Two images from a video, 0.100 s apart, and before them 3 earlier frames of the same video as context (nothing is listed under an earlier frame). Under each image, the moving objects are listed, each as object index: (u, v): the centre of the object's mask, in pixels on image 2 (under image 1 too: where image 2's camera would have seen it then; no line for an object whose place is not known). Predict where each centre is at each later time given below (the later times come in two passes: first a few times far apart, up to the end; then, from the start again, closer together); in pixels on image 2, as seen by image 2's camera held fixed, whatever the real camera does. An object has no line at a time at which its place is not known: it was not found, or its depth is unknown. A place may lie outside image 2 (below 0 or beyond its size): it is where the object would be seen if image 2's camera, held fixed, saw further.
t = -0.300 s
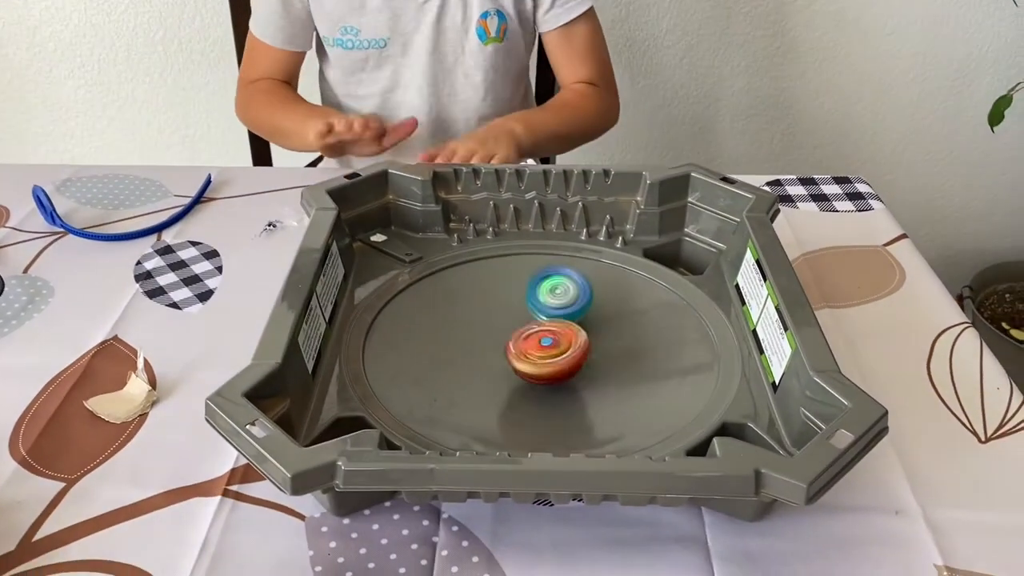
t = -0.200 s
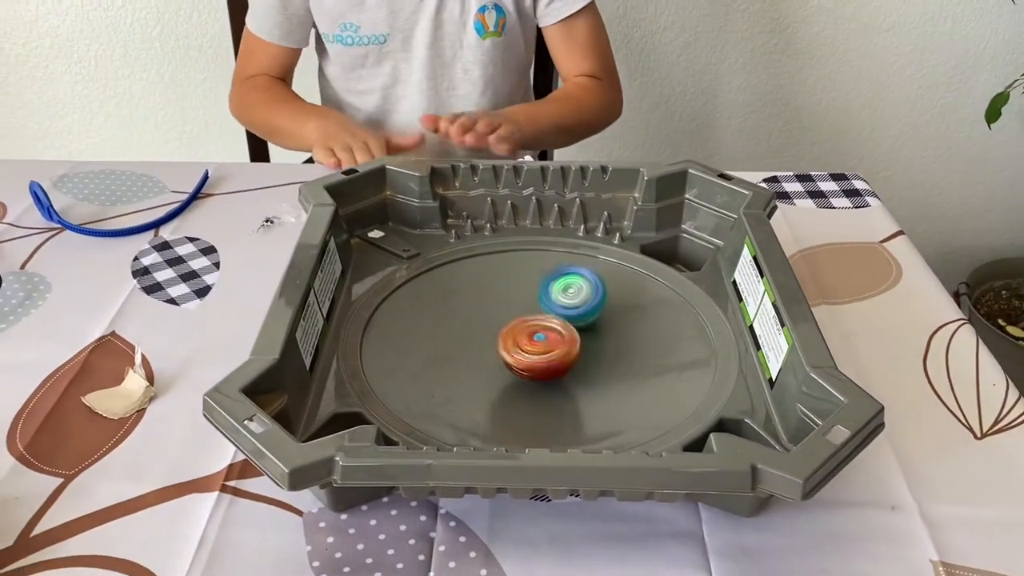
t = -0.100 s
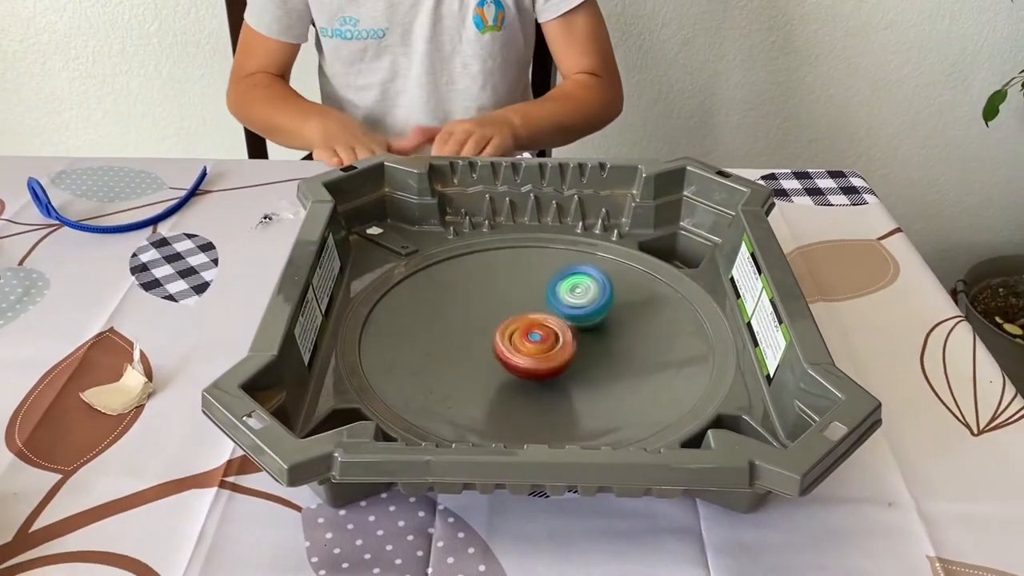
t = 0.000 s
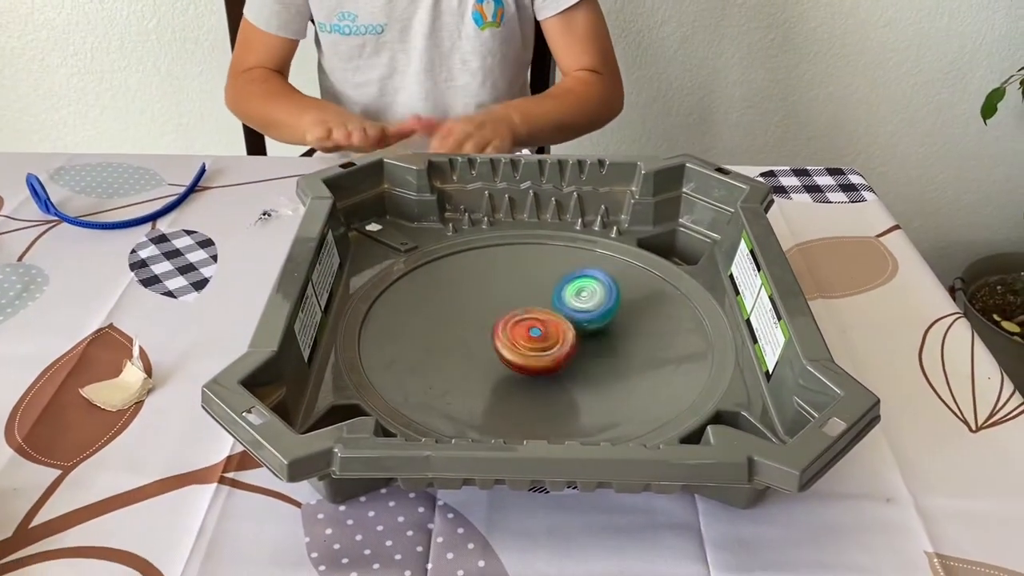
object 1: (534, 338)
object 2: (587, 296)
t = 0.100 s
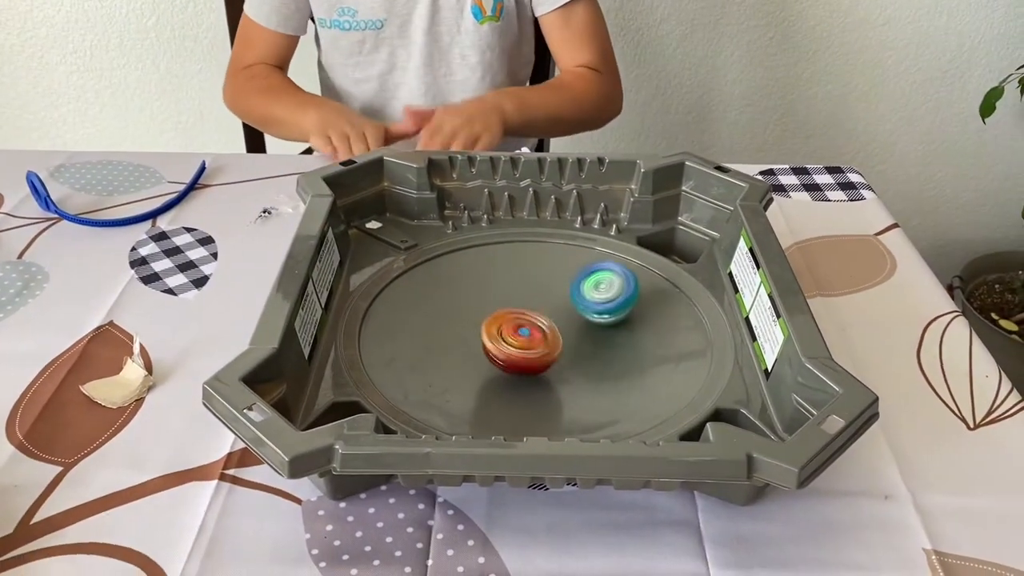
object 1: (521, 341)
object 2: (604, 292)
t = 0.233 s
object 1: (516, 336)
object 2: (603, 301)
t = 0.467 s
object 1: (494, 324)
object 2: (616, 321)
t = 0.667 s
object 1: (498, 321)
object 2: (596, 338)
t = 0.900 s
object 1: (493, 312)
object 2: (589, 360)
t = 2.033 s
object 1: (578, 325)
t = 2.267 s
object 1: (572, 320)
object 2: (474, 316)
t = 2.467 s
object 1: (582, 319)
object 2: (469, 309)
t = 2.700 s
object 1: (577, 330)
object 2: (494, 311)
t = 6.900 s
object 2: (565, 301)
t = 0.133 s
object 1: (519, 341)
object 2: (605, 293)
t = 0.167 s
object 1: (517, 340)
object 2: (606, 295)
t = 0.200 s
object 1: (516, 338)
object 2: (605, 298)
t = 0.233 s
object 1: (516, 336)
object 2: (603, 301)
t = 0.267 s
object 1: (518, 334)
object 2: (601, 305)
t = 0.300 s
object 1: (518, 331)
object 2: (598, 310)
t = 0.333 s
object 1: (517, 328)
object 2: (594, 315)
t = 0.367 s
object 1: (512, 328)
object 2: (600, 317)
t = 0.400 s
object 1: (505, 326)
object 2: (609, 318)
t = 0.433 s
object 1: (499, 324)
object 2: (614, 320)
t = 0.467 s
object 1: (494, 324)
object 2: (616, 321)
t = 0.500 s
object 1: (493, 323)
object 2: (616, 323)
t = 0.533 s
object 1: (492, 321)
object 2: (614, 326)
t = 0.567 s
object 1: (491, 322)
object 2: (611, 329)
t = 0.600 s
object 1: (493, 322)
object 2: (607, 332)
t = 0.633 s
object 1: (496, 321)
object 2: (602, 335)
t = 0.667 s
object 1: (498, 321)
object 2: (596, 338)
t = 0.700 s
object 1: (501, 322)
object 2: (589, 340)
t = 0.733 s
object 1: (507, 322)
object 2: (582, 343)
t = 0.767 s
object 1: (506, 320)
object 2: (583, 346)
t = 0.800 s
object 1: (499, 318)
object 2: (590, 351)
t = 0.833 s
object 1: (496, 314)
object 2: (592, 355)
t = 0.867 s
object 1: (494, 312)
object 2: (591, 358)
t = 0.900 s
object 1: (493, 312)
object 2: (589, 360)
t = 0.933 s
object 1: (495, 310)
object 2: (584, 361)
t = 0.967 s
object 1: (499, 310)
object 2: (580, 362)
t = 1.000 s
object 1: (502, 311)
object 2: (574, 362)
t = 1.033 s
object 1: (507, 310)
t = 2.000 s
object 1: (572, 326)
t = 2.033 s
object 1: (578, 325)
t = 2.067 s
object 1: (583, 325)
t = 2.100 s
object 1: (586, 323)
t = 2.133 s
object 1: (587, 322)
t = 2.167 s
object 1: (586, 320)
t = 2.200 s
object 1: (583, 322)
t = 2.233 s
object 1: (578, 319)
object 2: (468, 319)
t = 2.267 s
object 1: (572, 320)
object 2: (474, 316)
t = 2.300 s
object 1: (567, 316)
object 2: (479, 315)
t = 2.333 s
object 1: (562, 320)
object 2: (484, 313)
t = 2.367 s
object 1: (569, 316)
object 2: (474, 310)
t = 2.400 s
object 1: (575, 318)
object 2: (469, 309)
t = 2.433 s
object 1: (579, 318)
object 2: (467, 308)
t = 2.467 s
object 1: (582, 319)
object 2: (469, 309)
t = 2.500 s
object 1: (583, 317)
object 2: (474, 310)
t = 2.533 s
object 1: (584, 323)
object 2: (478, 310)
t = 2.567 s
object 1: (581, 324)
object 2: (485, 311)
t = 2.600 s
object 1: (579, 321)
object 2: (490, 311)
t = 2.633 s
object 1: (577, 327)
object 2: (495, 313)
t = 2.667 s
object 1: (573, 326)
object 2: (501, 314)
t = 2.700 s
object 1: (577, 330)
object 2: (494, 311)
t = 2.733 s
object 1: (579, 334)
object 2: (492, 309)
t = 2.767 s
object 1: (582, 333)
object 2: (490, 308)
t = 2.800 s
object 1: (582, 335)
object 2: (494, 310)
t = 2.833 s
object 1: (584, 336)
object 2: (496, 311)
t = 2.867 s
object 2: (500, 313)
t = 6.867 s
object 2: (564, 302)
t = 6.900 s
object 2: (565, 301)
